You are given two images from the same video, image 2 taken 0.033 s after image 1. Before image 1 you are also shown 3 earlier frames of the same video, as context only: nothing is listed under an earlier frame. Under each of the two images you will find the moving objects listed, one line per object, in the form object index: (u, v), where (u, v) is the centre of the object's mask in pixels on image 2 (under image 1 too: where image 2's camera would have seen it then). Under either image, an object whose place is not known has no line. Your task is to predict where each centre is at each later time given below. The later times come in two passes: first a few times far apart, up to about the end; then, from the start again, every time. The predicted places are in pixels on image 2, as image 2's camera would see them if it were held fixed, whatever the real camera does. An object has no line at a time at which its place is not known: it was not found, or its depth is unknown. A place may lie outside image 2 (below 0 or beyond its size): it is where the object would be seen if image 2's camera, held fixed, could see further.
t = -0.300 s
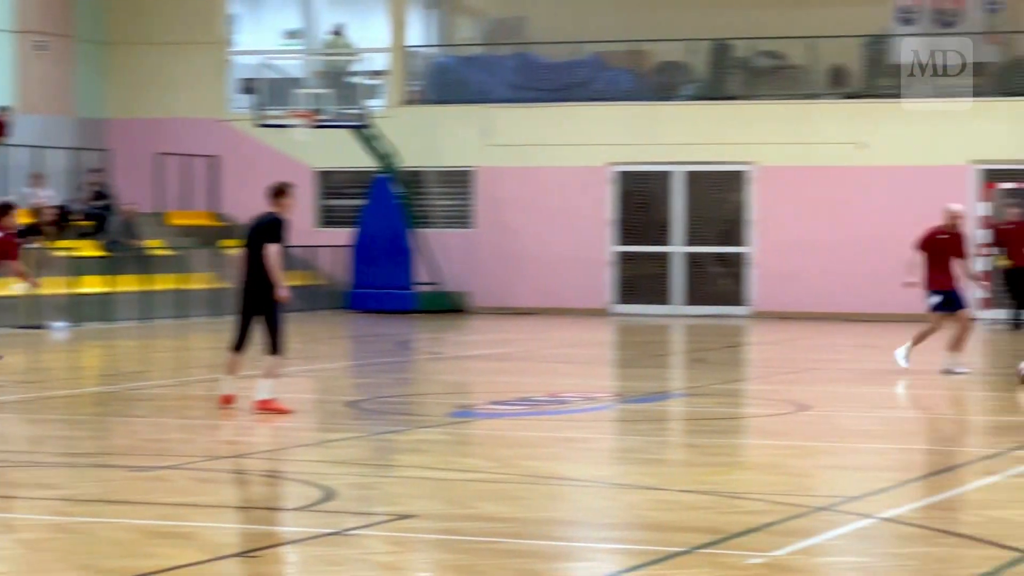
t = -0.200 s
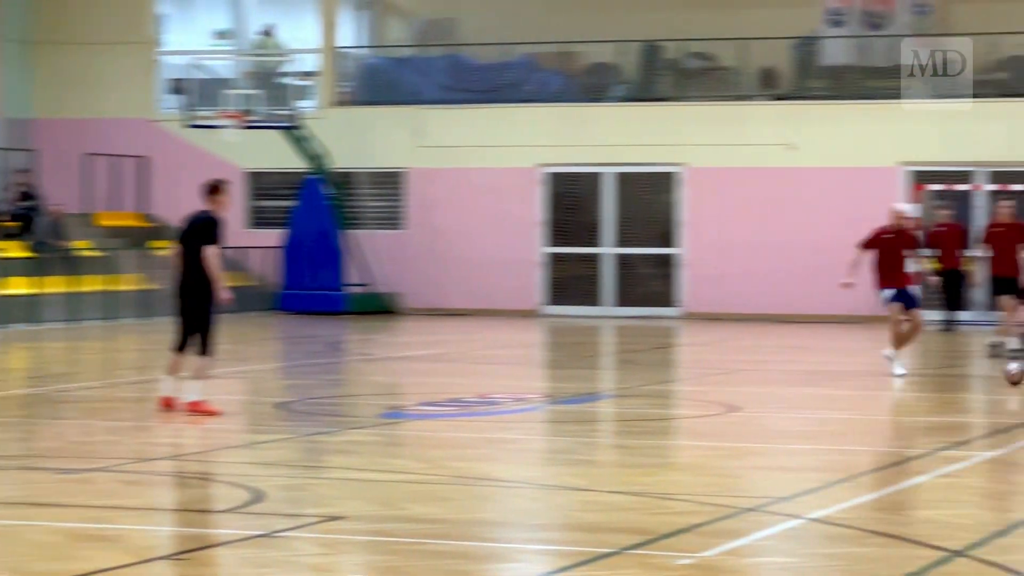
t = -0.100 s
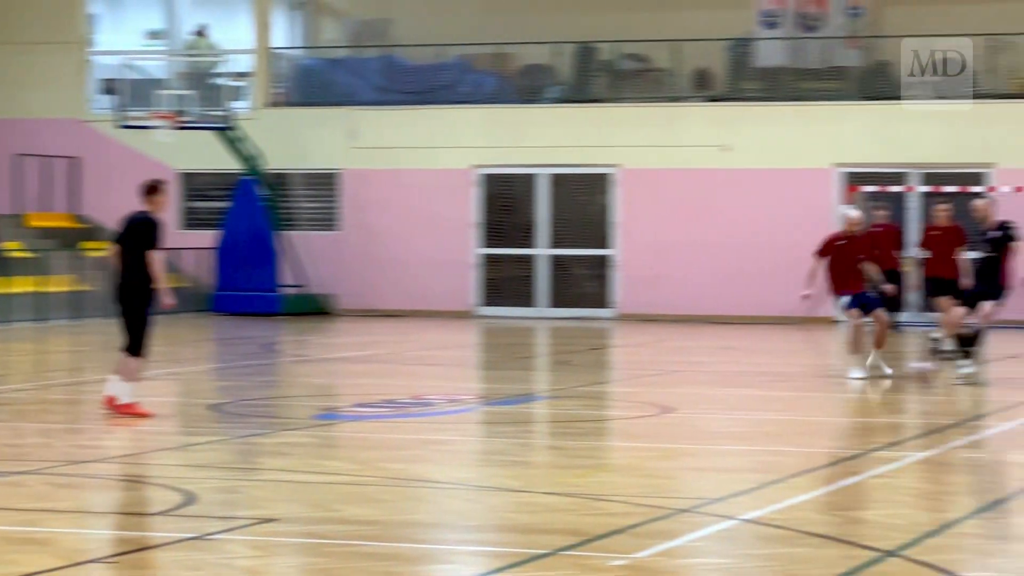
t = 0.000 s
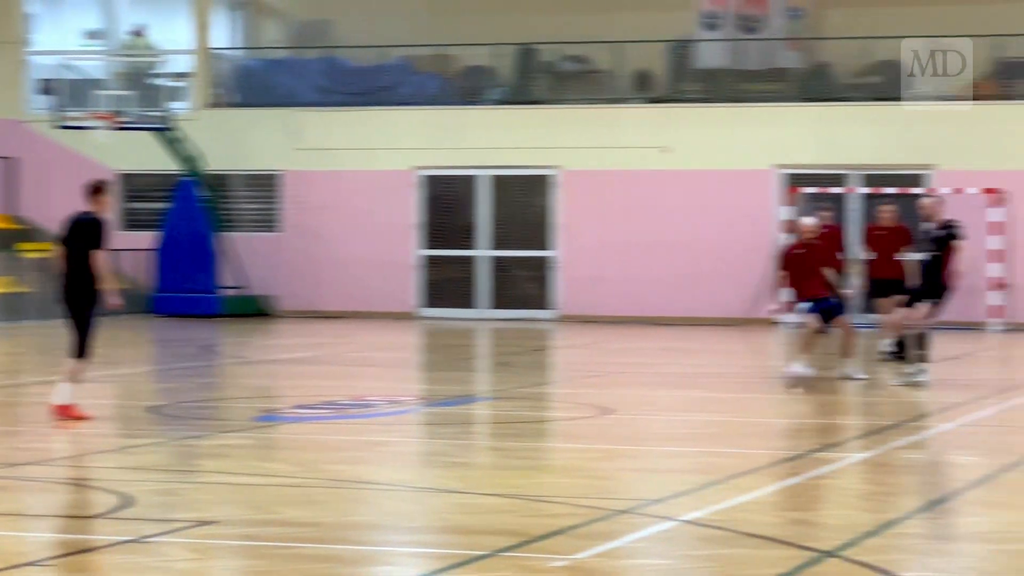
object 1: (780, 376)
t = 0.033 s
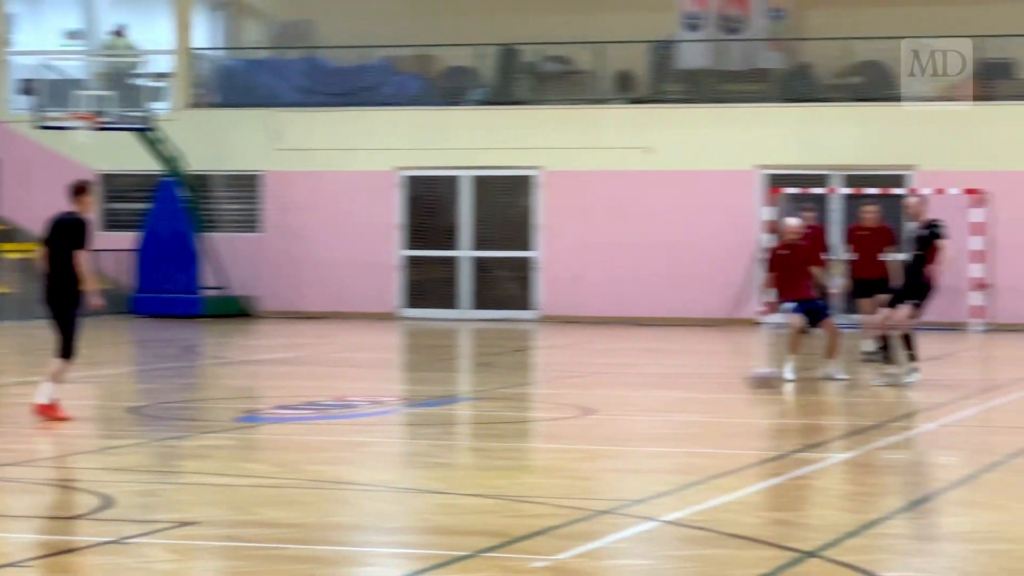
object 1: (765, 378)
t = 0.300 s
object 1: (622, 385)
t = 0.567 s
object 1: (502, 388)
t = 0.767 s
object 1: (424, 391)
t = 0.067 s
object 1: (745, 380)
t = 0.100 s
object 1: (726, 382)
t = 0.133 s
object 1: (709, 382)
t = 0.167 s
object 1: (691, 383)
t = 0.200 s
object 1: (673, 383)
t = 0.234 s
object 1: (656, 385)
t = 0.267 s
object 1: (638, 385)
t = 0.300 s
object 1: (622, 385)
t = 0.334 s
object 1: (607, 385)
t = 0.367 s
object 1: (590, 386)
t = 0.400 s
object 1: (575, 386)
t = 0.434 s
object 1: (559, 387)
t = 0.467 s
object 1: (544, 387)
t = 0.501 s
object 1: (530, 387)
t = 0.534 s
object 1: (516, 388)
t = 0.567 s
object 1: (502, 388)
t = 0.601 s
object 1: (488, 389)
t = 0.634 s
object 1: (475, 389)
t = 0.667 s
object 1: (462, 389)
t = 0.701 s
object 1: (449, 390)
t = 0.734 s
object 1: (437, 391)
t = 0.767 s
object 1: (424, 391)
